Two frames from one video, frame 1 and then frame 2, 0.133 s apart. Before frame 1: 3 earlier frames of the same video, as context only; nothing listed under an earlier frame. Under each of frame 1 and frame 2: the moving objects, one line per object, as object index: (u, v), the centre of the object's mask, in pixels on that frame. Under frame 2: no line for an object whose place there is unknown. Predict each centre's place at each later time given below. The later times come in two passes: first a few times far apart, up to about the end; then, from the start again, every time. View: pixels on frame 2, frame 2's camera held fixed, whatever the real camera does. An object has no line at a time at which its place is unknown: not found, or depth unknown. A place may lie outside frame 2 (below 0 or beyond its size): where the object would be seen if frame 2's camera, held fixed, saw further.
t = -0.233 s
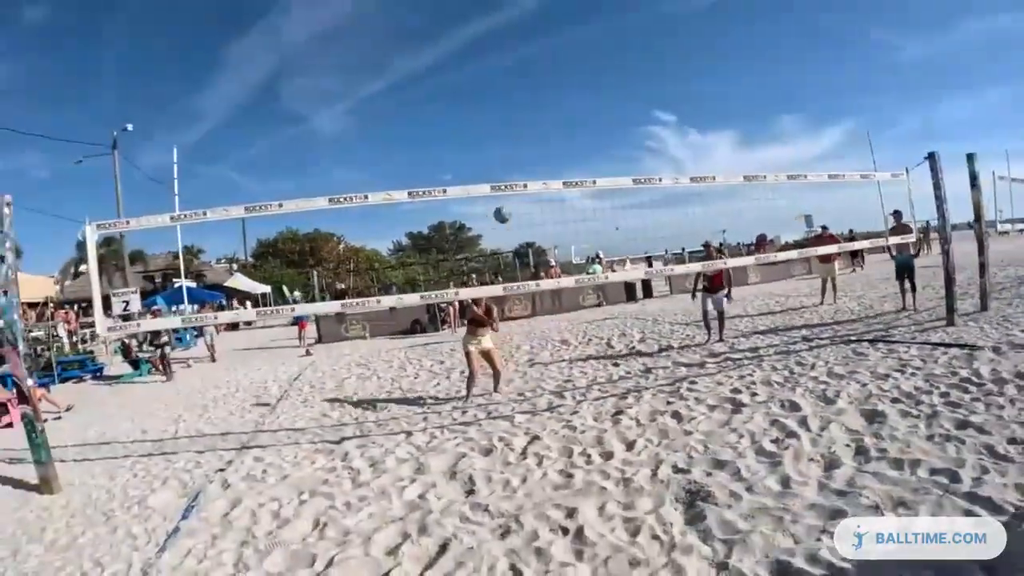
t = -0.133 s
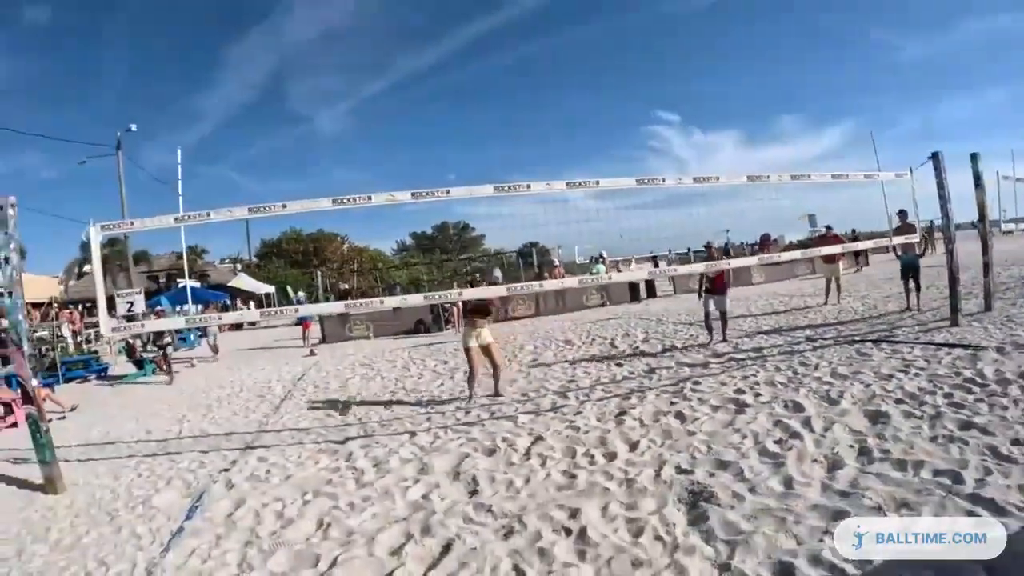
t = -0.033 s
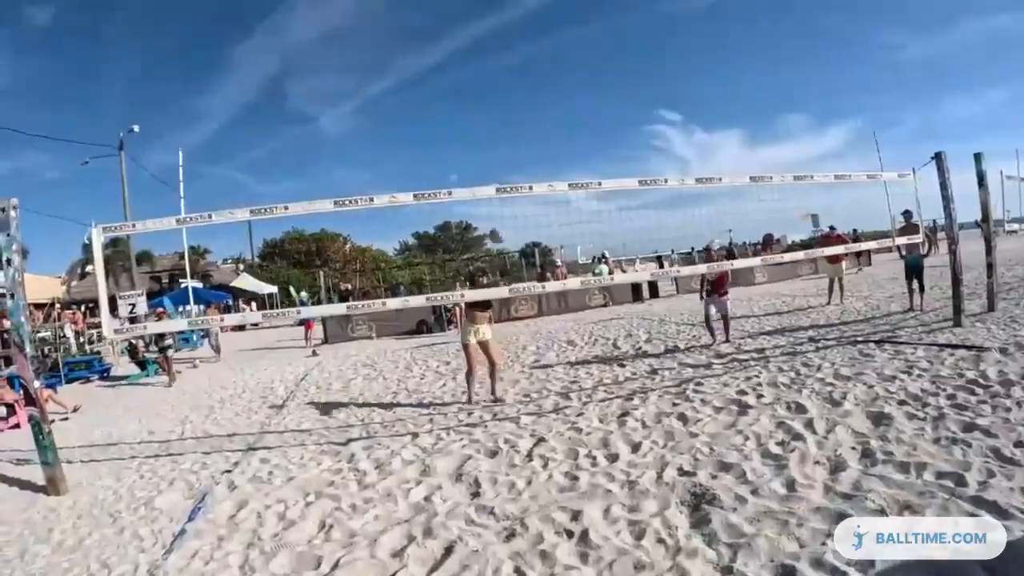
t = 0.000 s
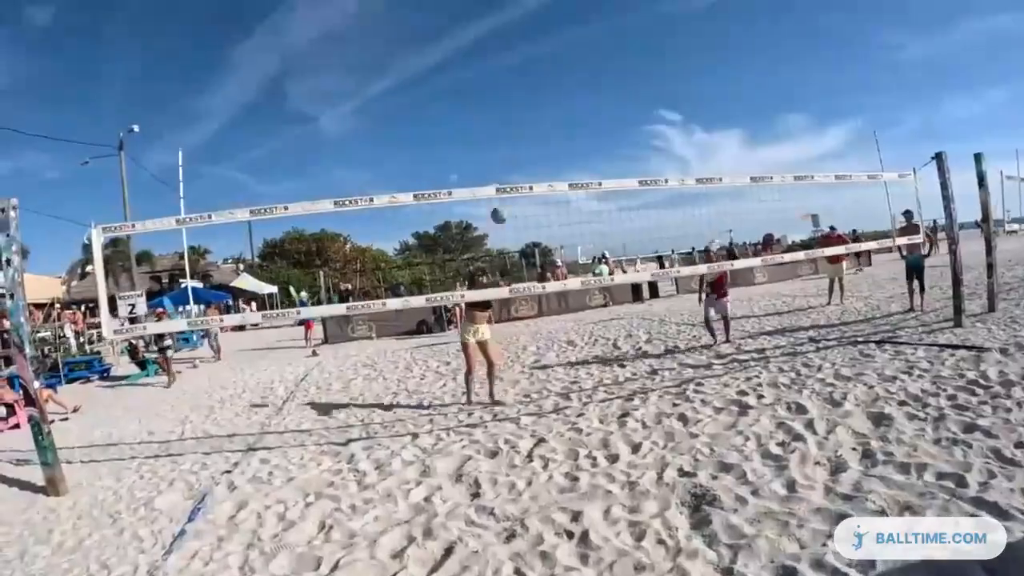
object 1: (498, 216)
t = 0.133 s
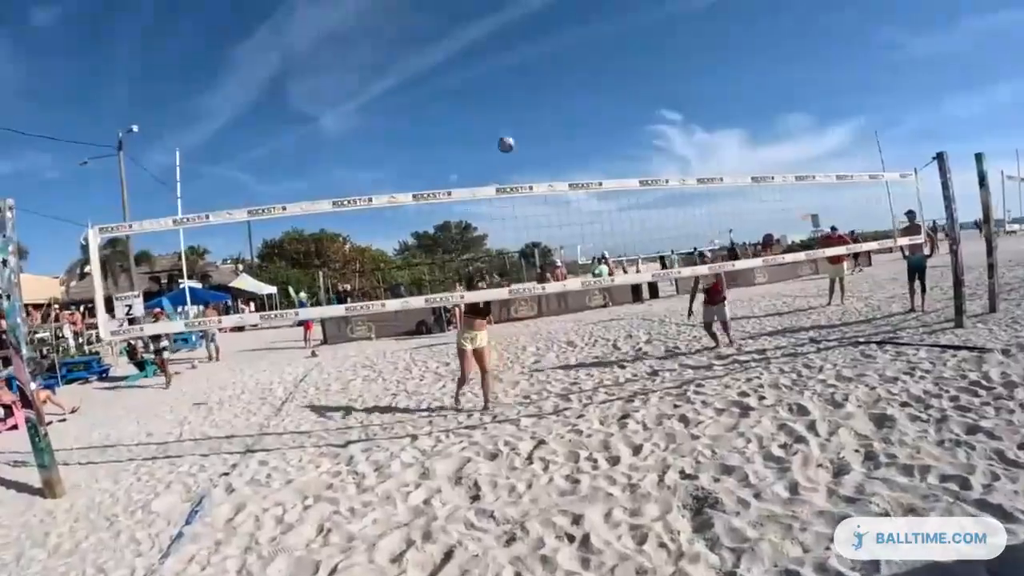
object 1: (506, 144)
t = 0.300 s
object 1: (515, 82)
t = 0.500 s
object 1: (524, 39)
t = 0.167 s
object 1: (508, 129)
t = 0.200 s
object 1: (510, 116)
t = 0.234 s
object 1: (511, 104)
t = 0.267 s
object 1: (513, 92)
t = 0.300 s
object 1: (515, 82)
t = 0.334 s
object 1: (517, 72)
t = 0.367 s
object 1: (518, 64)
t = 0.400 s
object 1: (519, 57)
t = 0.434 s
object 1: (522, 50)
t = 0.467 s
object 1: (523, 44)
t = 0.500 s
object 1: (524, 39)
